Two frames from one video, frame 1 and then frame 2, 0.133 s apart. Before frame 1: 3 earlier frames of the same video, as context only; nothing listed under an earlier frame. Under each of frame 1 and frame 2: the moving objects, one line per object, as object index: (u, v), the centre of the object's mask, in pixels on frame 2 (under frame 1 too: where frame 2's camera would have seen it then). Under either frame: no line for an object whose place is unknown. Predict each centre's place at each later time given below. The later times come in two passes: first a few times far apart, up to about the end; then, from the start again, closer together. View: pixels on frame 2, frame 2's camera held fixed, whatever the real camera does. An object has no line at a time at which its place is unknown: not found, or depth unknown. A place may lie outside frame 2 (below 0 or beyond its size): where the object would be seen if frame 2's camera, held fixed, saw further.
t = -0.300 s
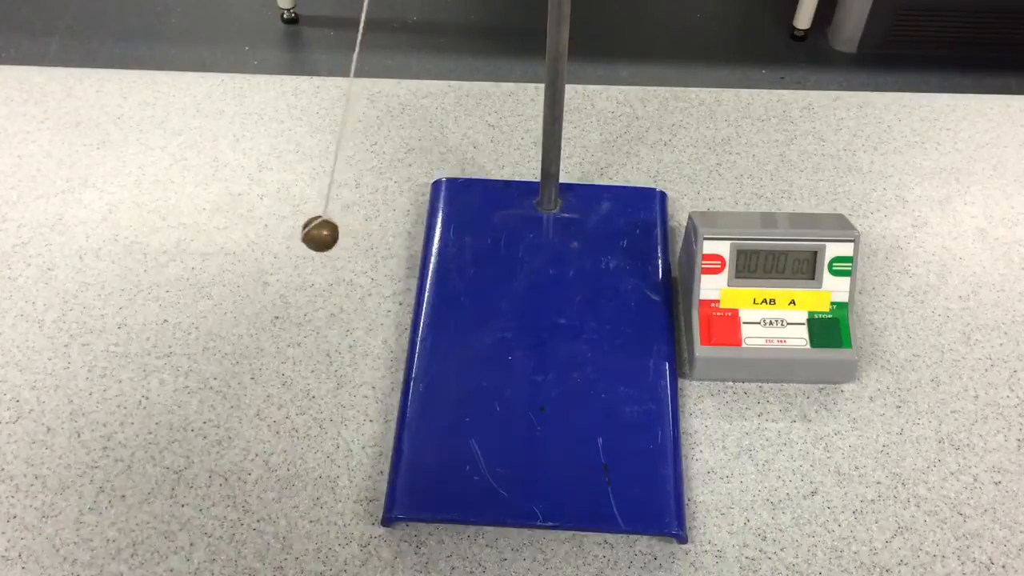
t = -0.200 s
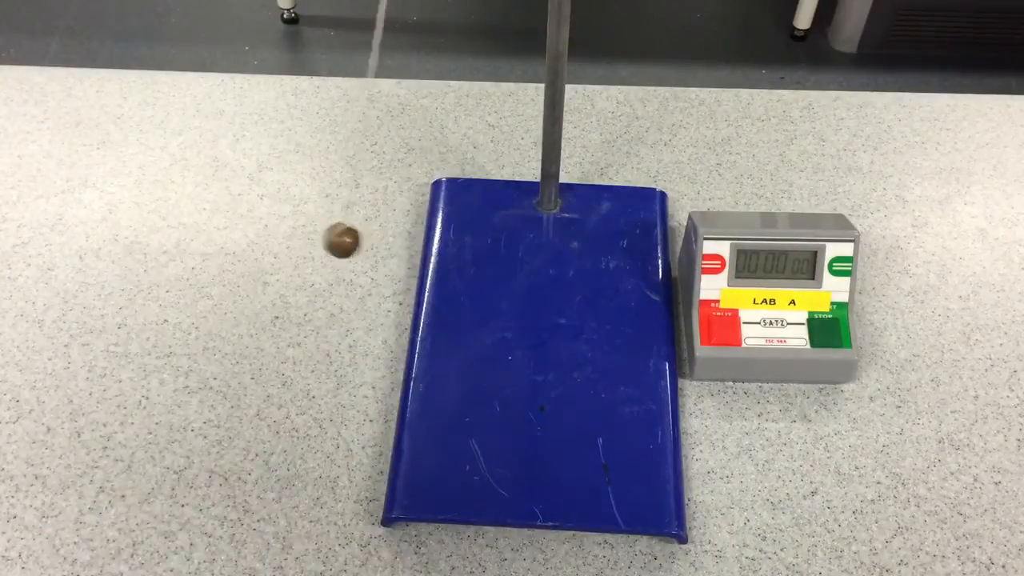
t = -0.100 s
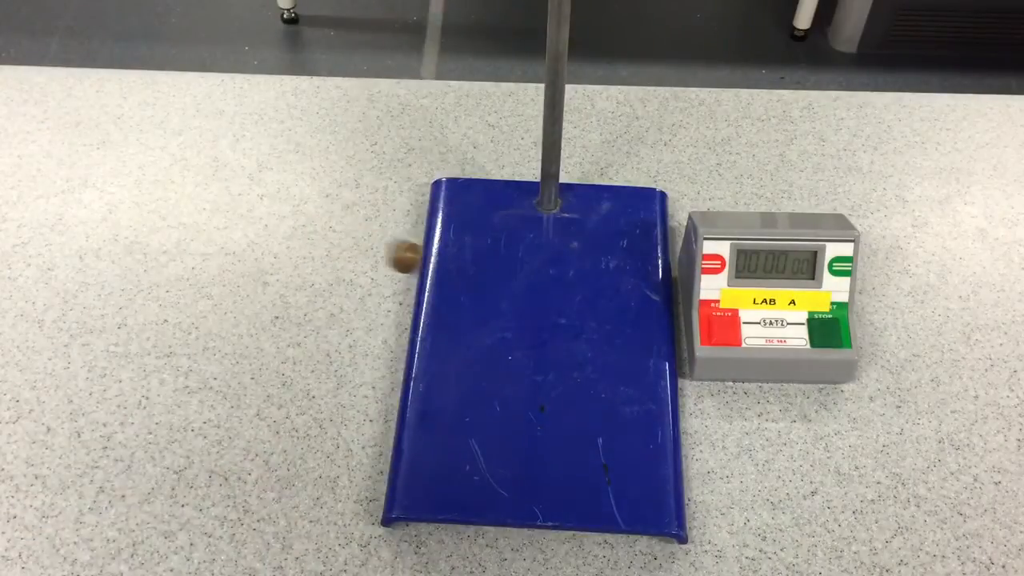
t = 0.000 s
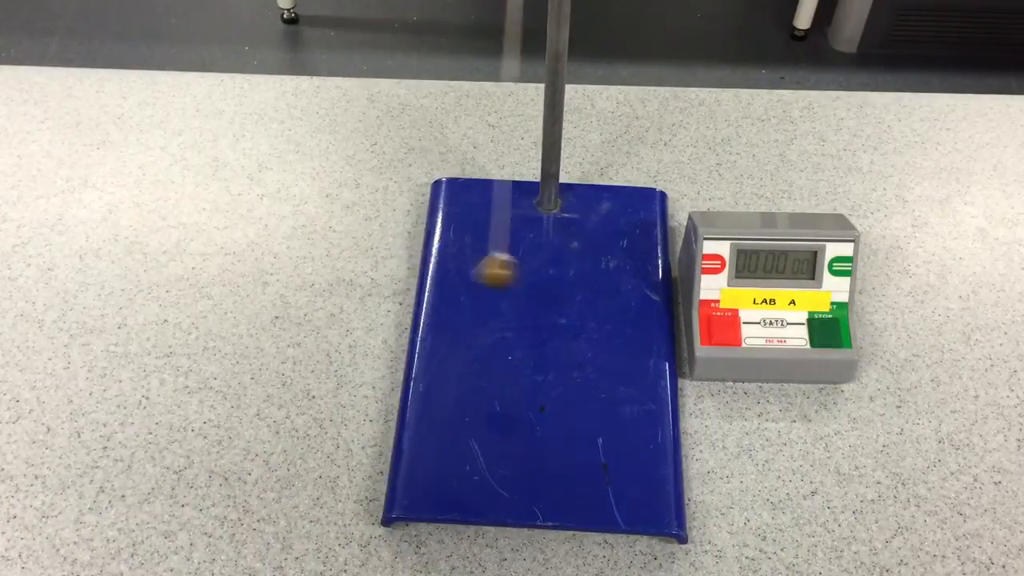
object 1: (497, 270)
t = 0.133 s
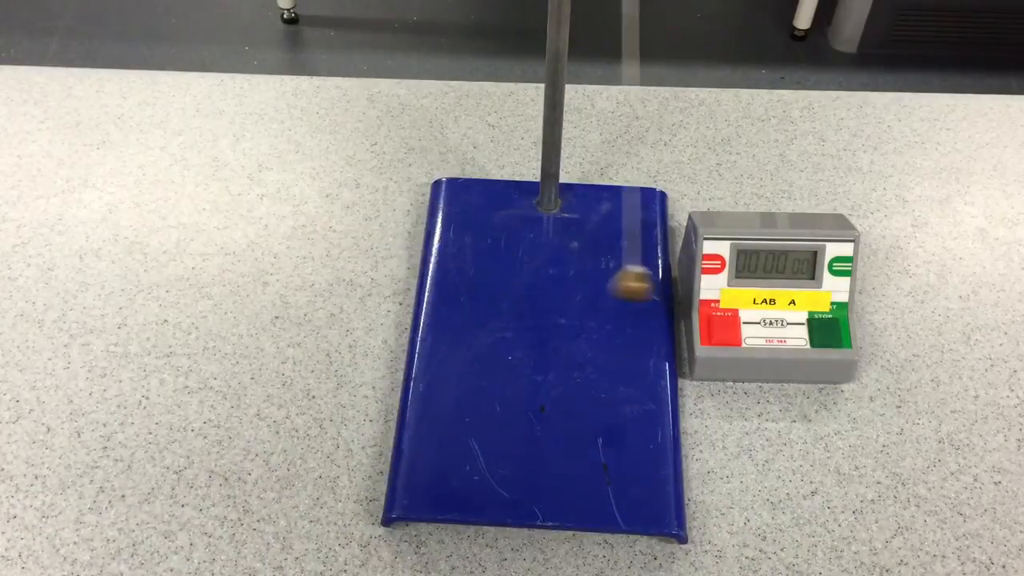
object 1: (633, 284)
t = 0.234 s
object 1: (719, 287)
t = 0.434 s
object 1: (778, 285)
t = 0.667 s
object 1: (628, 281)
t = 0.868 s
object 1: (433, 258)
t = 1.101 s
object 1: (322, 235)
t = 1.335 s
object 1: (438, 261)
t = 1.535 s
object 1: (634, 284)
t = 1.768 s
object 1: (775, 285)
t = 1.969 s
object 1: (711, 284)
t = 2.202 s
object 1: (490, 266)
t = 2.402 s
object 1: (344, 240)
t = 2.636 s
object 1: (366, 246)
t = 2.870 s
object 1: (571, 279)
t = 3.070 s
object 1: (739, 285)
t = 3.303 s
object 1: (748, 283)
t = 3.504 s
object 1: (586, 278)
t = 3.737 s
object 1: (378, 249)
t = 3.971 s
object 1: (339, 241)
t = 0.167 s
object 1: (664, 285)
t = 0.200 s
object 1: (691, 286)
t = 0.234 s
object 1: (719, 287)
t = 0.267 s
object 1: (741, 285)
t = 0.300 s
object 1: (759, 285)
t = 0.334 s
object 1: (772, 285)
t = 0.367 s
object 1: (780, 286)
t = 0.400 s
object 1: (782, 285)
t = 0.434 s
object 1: (778, 285)
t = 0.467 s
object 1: (770, 285)
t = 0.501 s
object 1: (756, 284)
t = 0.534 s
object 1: (737, 284)
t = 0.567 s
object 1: (715, 285)
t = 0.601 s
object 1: (686, 282)
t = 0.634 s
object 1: (658, 282)
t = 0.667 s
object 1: (628, 281)
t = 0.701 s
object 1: (594, 277)
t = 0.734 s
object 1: (561, 275)
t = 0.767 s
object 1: (527, 271)
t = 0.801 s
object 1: (492, 267)
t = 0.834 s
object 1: (462, 262)
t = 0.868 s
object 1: (433, 258)
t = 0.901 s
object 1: (403, 254)
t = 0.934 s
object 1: (379, 248)
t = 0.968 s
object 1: (359, 244)
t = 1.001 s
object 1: (343, 240)
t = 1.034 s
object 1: (331, 237)
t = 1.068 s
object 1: (324, 235)
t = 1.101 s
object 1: (322, 235)
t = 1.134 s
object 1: (325, 236)
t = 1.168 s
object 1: (332, 238)
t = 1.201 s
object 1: (345, 241)
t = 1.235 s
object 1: (362, 246)
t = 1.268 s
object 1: (383, 251)
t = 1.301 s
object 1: (408, 257)
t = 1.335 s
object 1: (438, 261)
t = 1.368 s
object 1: (467, 266)
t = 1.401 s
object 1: (500, 271)
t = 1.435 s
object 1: (534, 276)
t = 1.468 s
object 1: (568, 279)
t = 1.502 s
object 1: (602, 282)
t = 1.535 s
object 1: (634, 284)
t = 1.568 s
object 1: (665, 286)
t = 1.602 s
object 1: (693, 286)
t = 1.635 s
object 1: (719, 287)
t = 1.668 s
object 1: (740, 286)
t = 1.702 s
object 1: (756, 286)
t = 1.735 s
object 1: (768, 286)
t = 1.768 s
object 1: (775, 285)
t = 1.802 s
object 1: (777, 285)
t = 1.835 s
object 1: (774, 284)
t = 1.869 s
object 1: (765, 284)
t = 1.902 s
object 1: (751, 284)
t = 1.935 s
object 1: (733, 285)
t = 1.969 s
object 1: (711, 284)
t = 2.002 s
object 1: (685, 283)
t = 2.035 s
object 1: (655, 283)
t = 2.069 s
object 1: (625, 280)
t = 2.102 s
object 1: (591, 278)
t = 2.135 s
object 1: (557, 275)
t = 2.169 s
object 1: (524, 271)
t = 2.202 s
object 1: (490, 266)
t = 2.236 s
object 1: (459, 262)
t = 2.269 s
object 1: (430, 258)
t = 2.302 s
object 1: (404, 253)
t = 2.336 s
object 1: (379, 248)
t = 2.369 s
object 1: (359, 243)
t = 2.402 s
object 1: (344, 240)
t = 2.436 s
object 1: (332, 237)
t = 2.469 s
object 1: (326, 236)
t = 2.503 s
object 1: (324, 235)
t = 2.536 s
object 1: (327, 237)
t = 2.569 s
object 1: (336, 239)
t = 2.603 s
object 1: (348, 242)
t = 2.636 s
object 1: (366, 246)
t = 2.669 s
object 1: (388, 251)
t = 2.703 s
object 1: (411, 258)
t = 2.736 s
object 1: (442, 261)
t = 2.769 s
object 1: (471, 267)
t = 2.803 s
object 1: (504, 271)
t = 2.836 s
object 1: (537, 275)
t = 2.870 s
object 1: (571, 279)
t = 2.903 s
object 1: (605, 282)
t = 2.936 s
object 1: (636, 284)
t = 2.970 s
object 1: (666, 285)
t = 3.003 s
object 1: (692, 286)
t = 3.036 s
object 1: (718, 286)
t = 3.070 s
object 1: (739, 285)
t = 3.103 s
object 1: (756, 285)
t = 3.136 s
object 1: (767, 285)
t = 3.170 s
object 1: (774, 285)
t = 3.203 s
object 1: (775, 285)
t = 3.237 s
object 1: (771, 284)
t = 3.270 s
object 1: (761, 284)
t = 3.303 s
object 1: (748, 283)
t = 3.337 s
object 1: (730, 285)
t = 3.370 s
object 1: (707, 284)
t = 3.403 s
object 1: (680, 283)
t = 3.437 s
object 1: (651, 283)
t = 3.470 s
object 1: (619, 280)
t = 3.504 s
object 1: (586, 278)
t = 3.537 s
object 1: (553, 275)
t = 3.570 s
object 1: (520, 270)
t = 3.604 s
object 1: (487, 267)
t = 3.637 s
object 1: (458, 263)
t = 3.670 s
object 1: (428, 257)
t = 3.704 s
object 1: (400, 254)
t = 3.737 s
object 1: (378, 249)
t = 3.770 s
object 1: (359, 245)
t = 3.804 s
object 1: (344, 241)
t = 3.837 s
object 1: (334, 239)
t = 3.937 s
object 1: (330, 238)
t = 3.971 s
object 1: (339, 241)
